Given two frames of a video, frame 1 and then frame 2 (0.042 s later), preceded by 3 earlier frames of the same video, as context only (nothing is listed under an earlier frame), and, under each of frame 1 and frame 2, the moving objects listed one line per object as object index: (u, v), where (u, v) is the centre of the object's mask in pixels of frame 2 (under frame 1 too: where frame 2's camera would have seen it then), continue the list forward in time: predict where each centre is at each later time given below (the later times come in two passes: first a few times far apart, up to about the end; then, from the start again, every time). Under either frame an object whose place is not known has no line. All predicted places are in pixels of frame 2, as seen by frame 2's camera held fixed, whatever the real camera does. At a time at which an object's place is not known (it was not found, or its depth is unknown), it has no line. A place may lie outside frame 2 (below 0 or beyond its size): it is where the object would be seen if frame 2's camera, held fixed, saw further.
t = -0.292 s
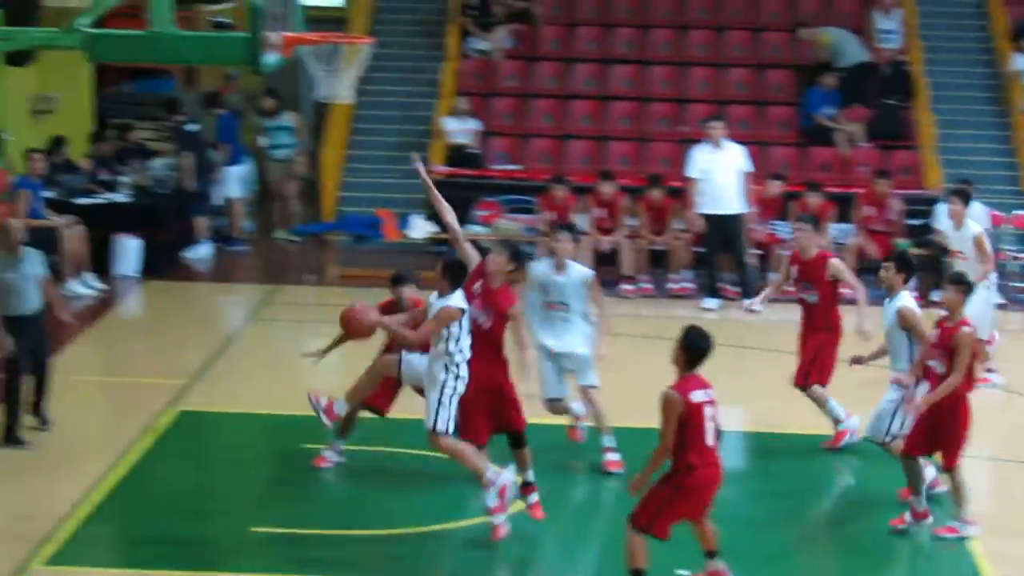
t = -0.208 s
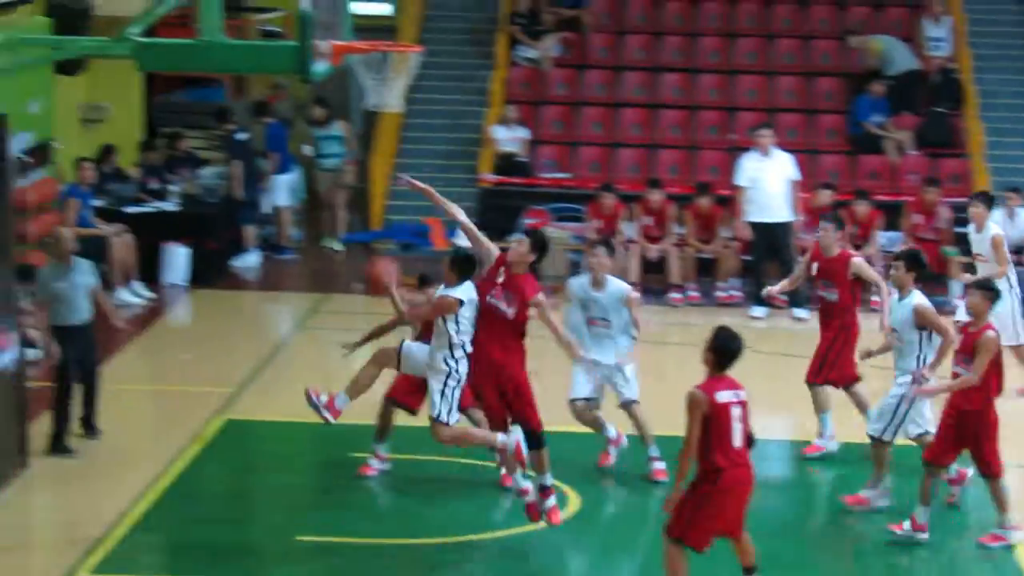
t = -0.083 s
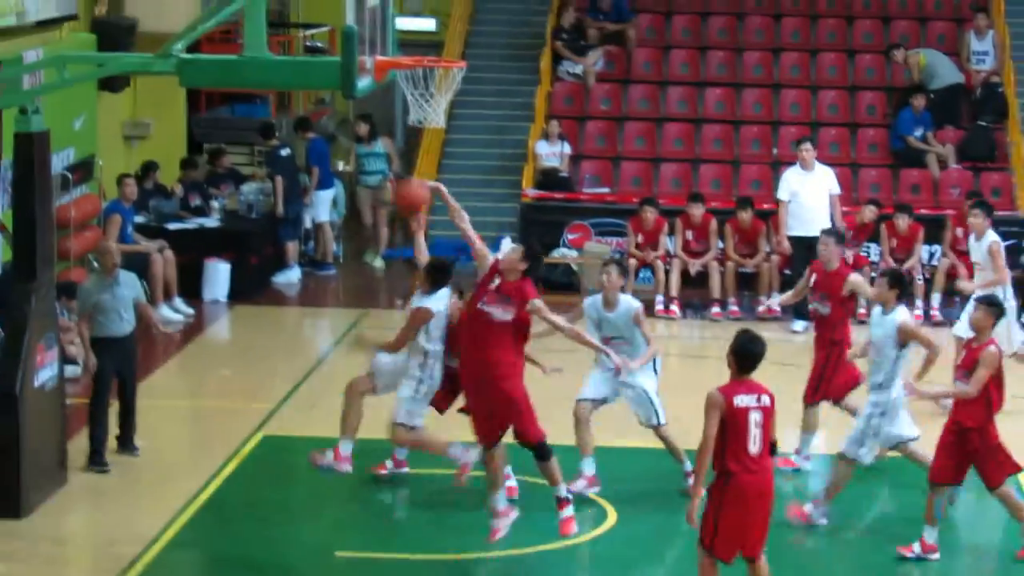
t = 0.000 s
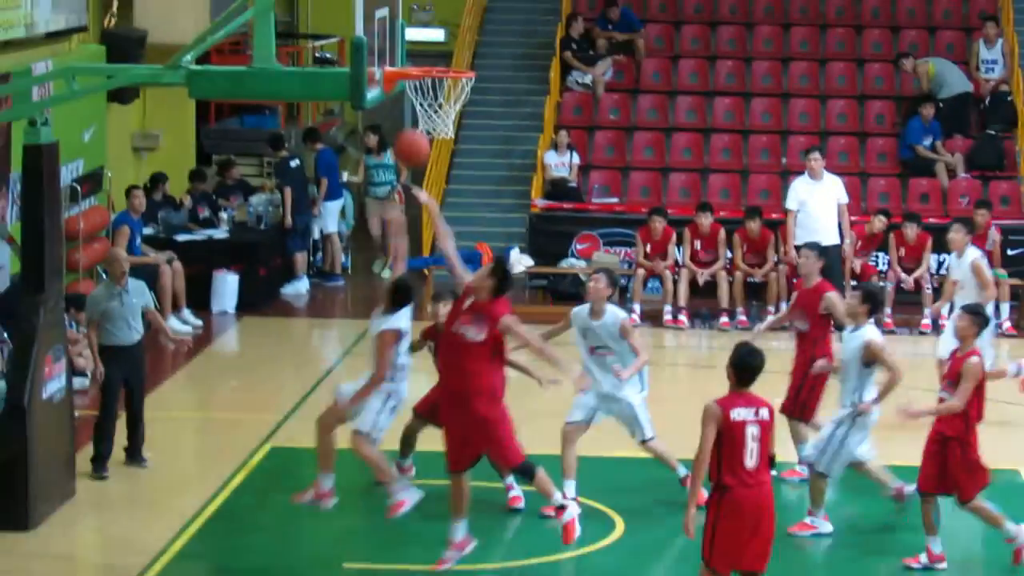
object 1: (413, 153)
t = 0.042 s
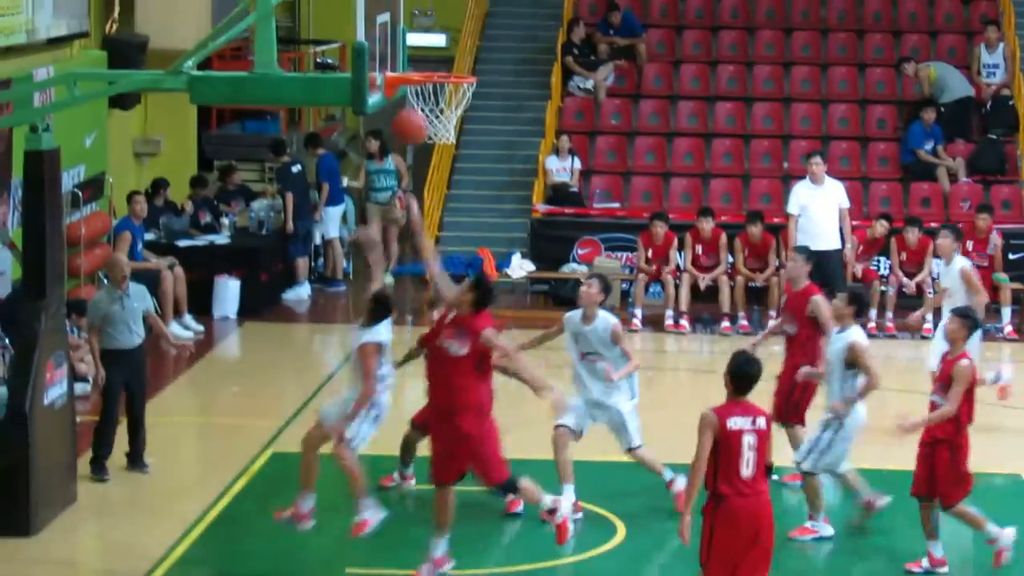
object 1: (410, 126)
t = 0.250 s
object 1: (396, 41)
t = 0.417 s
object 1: (418, 40)
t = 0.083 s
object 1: (405, 103)
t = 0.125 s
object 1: (401, 82)
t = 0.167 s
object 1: (397, 64)
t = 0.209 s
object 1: (394, 49)
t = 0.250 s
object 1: (396, 41)
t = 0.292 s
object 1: (401, 37)
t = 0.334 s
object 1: (409, 36)
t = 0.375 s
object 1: (412, 37)
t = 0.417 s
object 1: (418, 40)
